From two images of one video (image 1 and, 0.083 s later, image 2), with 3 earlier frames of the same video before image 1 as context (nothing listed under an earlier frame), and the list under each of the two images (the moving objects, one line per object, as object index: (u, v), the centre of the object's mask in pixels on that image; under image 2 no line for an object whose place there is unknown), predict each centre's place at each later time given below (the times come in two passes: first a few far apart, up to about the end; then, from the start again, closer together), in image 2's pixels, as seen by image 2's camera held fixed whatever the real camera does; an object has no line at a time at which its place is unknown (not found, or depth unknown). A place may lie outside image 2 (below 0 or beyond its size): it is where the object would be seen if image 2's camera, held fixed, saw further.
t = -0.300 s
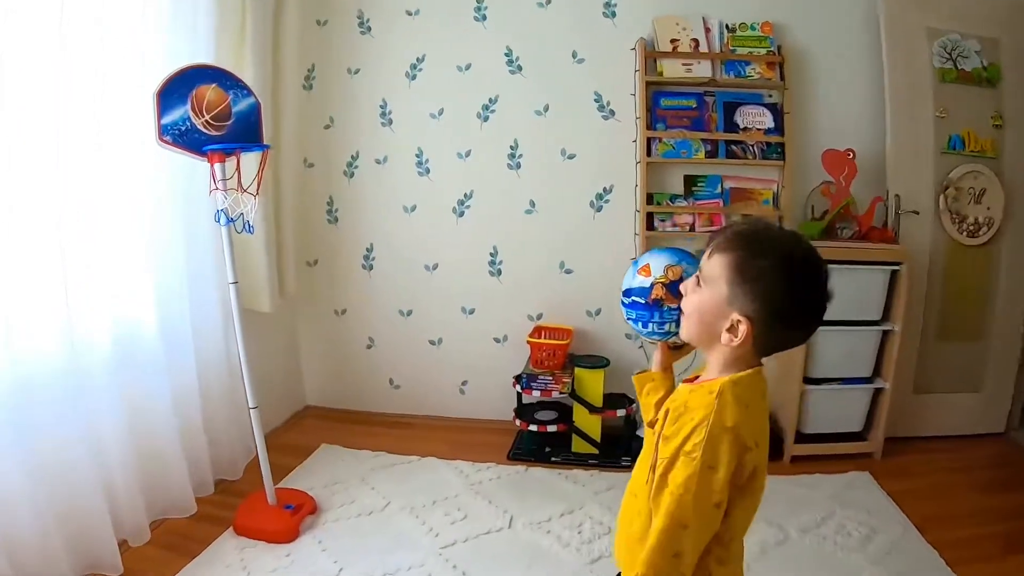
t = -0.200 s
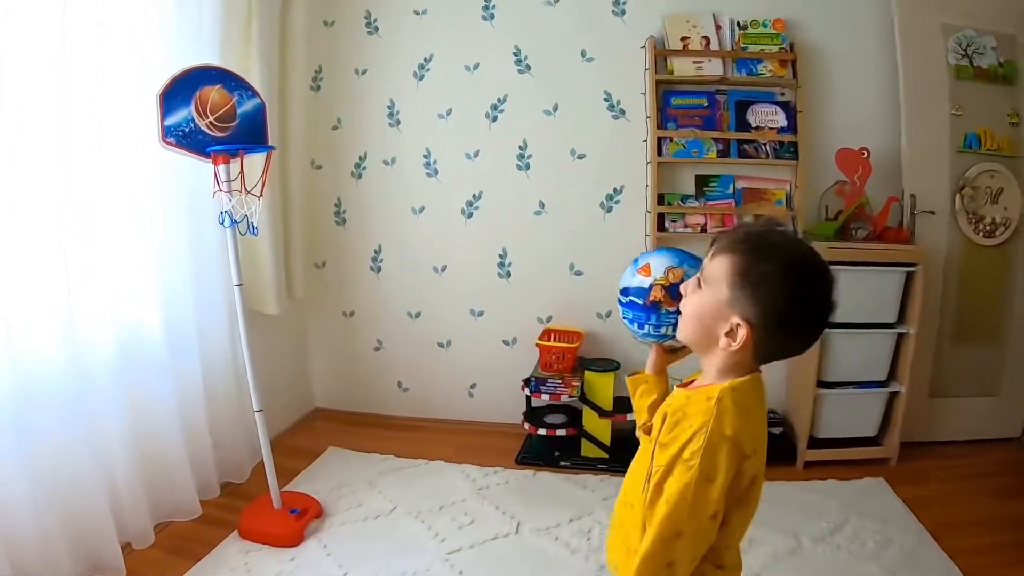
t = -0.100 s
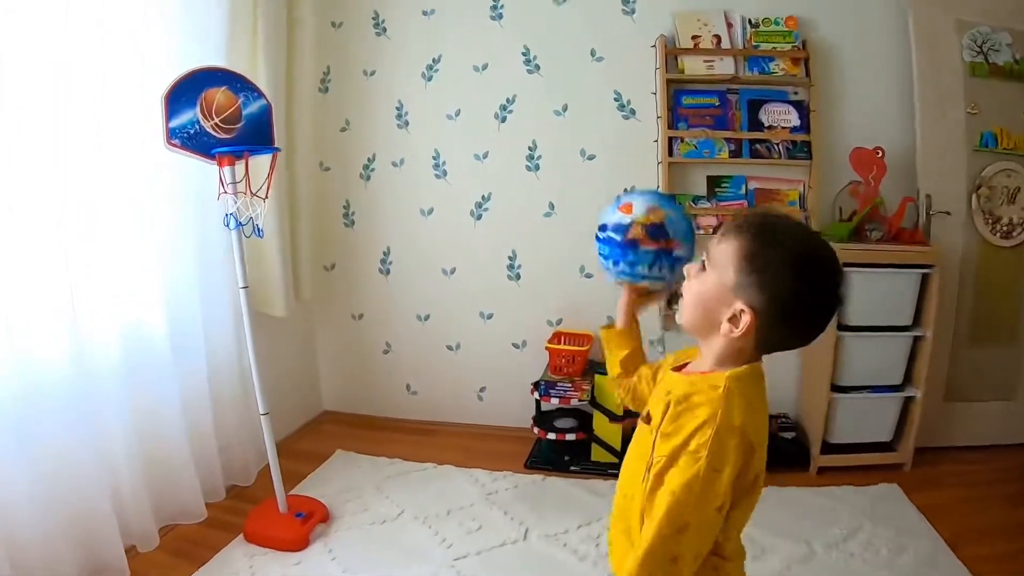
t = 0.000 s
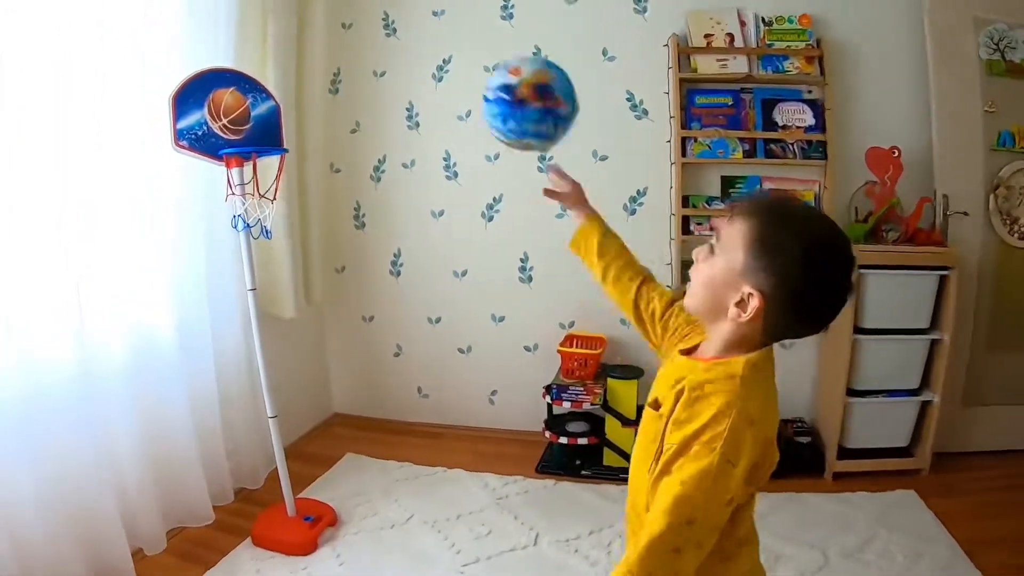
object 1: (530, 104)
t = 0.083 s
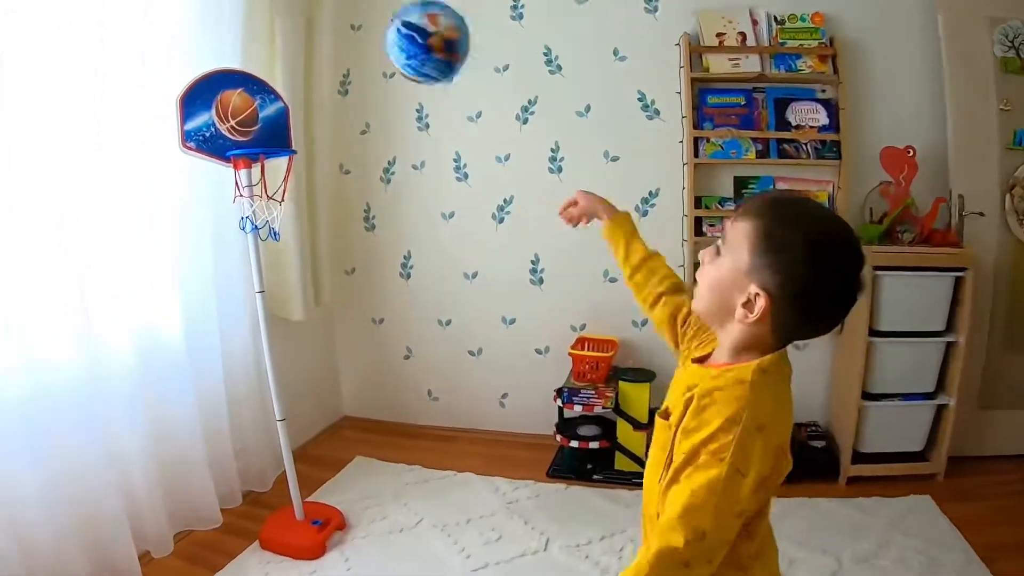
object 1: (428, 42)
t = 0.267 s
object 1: (275, 57)
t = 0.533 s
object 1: (243, 179)
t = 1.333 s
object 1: (599, 556)
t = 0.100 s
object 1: (410, 37)
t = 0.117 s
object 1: (392, 34)
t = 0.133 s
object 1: (376, 32)
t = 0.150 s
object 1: (362, 31)
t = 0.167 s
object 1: (347, 31)
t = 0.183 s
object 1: (333, 33)
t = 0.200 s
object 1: (320, 36)
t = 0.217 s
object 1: (308, 40)
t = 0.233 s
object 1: (297, 45)
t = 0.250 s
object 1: (287, 51)
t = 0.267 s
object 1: (275, 57)
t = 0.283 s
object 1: (266, 64)
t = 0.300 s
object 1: (257, 72)
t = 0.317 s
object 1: (248, 81)
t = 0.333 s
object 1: (240, 89)
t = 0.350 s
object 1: (234, 96)
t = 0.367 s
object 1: (233, 100)
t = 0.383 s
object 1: (234, 106)
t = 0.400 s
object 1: (233, 112)
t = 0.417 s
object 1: (232, 117)
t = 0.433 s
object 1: (233, 126)
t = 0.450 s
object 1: (235, 136)
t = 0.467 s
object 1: (234, 146)
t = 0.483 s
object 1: (235, 155)
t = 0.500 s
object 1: (238, 163)
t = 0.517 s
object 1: (241, 171)
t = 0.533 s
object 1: (243, 179)
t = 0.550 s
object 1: (244, 189)
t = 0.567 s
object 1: (248, 202)
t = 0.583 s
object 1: (250, 210)
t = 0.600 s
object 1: (250, 218)
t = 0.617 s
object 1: (252, 227)
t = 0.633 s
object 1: (252, 238)
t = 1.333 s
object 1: (599, 556)
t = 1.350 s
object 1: (611, 562)
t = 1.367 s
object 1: (621, 562)
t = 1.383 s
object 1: (632, 561)
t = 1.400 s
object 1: (642, 560)
